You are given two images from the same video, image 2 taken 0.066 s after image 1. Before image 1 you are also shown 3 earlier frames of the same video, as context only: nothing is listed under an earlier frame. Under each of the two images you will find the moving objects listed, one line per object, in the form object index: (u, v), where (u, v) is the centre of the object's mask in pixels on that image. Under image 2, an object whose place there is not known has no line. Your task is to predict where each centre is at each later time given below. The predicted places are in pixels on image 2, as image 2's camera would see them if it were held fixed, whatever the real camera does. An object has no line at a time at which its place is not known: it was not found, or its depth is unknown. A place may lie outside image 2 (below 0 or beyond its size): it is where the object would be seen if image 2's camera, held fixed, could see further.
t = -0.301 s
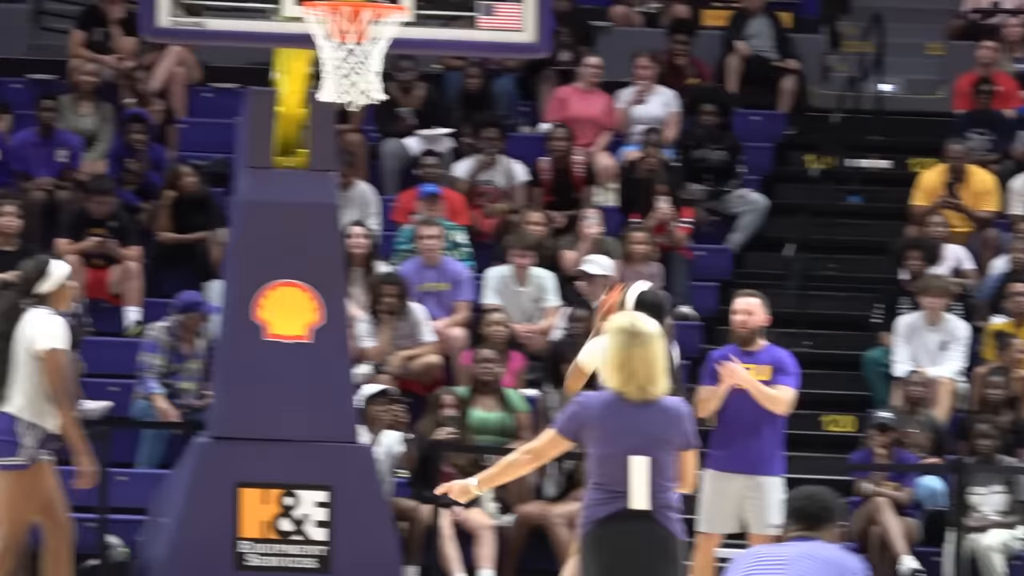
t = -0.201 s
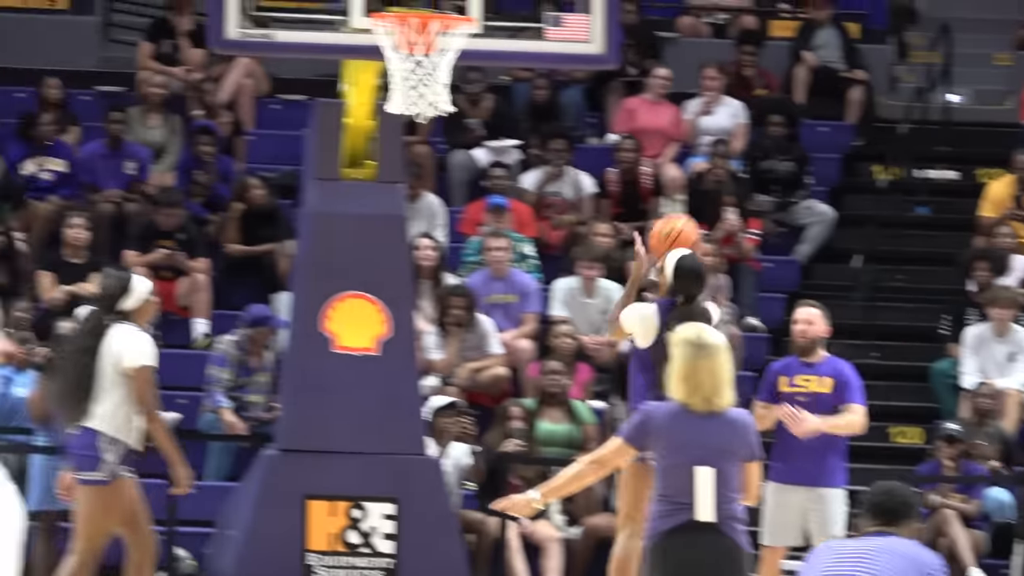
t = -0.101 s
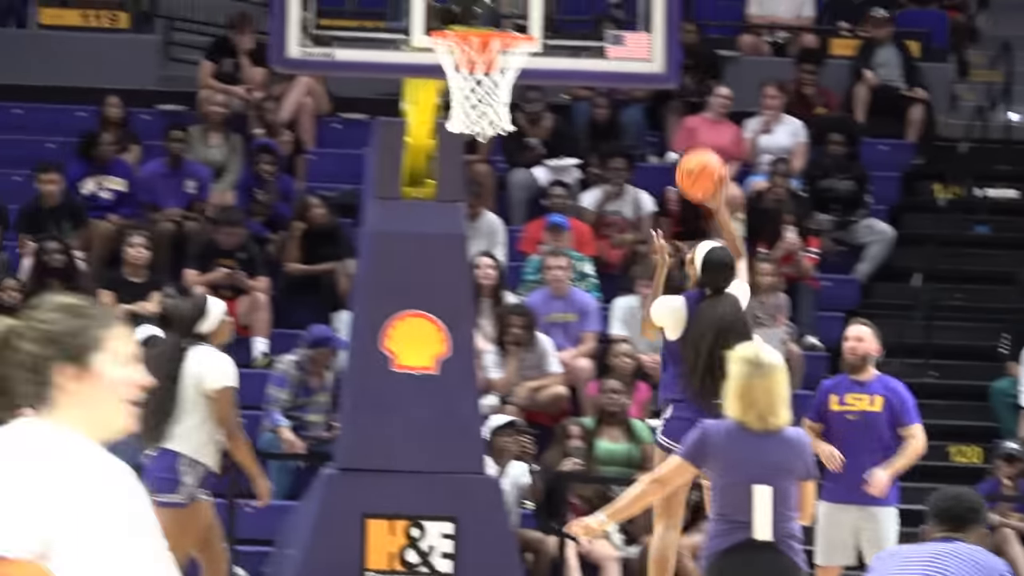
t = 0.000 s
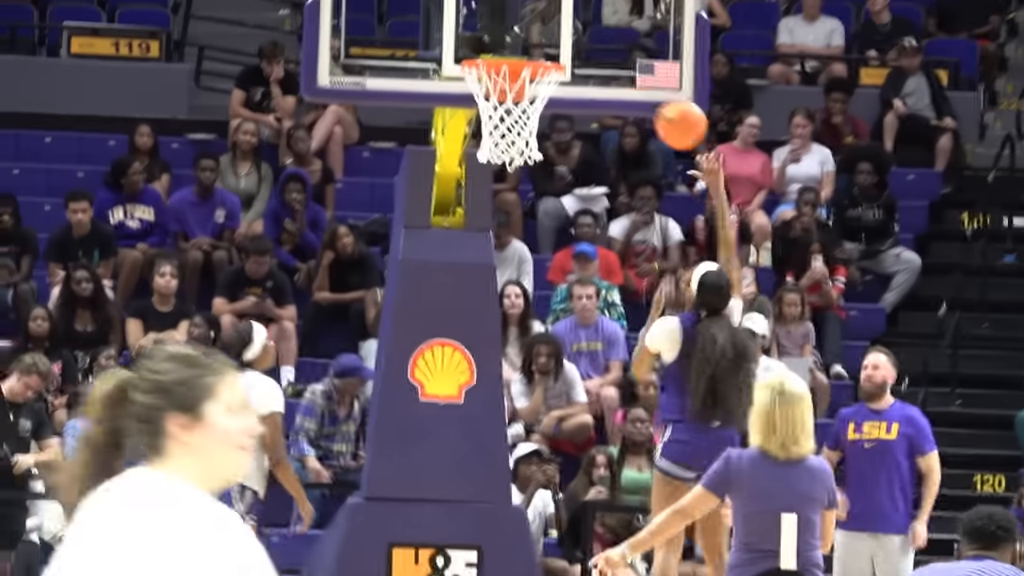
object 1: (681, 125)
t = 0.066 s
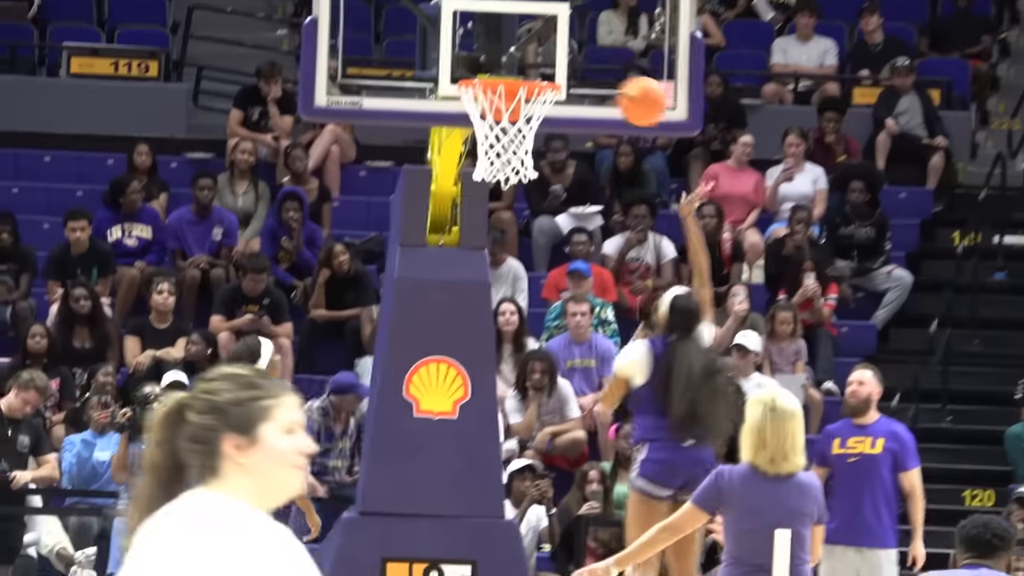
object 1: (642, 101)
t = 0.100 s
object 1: (628, 83)
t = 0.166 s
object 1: (599, 56)
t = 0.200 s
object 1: (585, 48)
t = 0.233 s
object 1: (575, 42)
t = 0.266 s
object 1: (565, 40)
